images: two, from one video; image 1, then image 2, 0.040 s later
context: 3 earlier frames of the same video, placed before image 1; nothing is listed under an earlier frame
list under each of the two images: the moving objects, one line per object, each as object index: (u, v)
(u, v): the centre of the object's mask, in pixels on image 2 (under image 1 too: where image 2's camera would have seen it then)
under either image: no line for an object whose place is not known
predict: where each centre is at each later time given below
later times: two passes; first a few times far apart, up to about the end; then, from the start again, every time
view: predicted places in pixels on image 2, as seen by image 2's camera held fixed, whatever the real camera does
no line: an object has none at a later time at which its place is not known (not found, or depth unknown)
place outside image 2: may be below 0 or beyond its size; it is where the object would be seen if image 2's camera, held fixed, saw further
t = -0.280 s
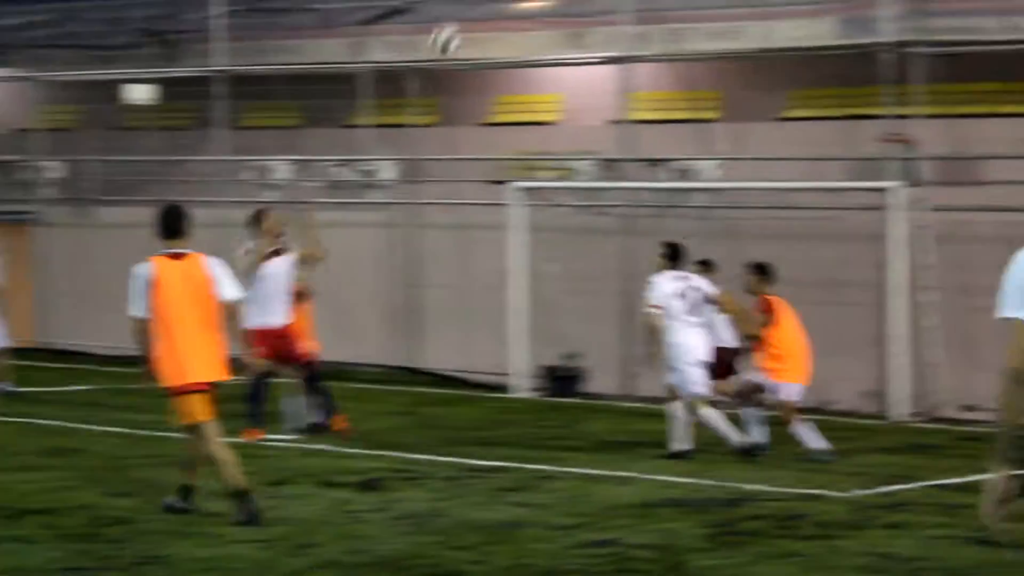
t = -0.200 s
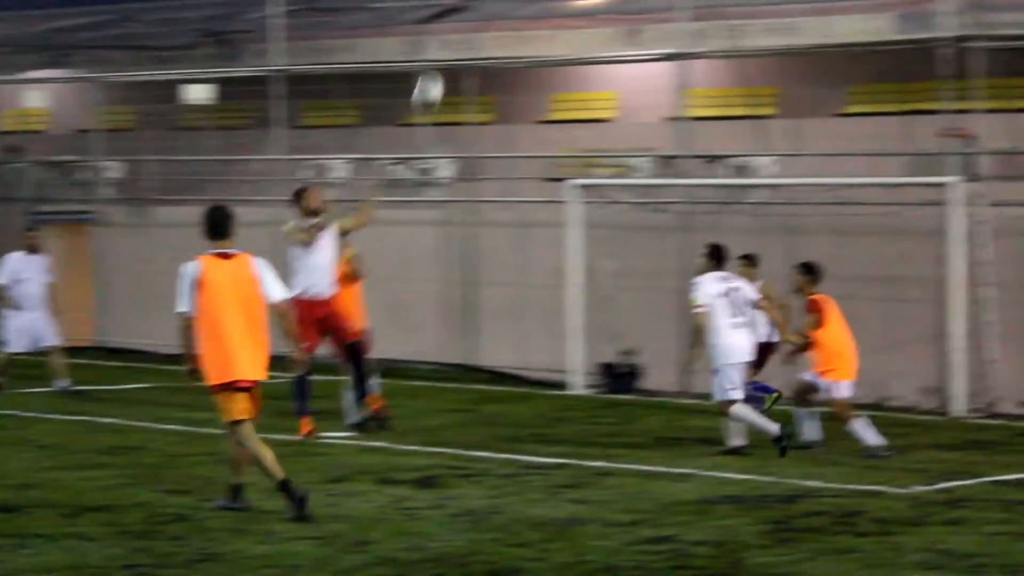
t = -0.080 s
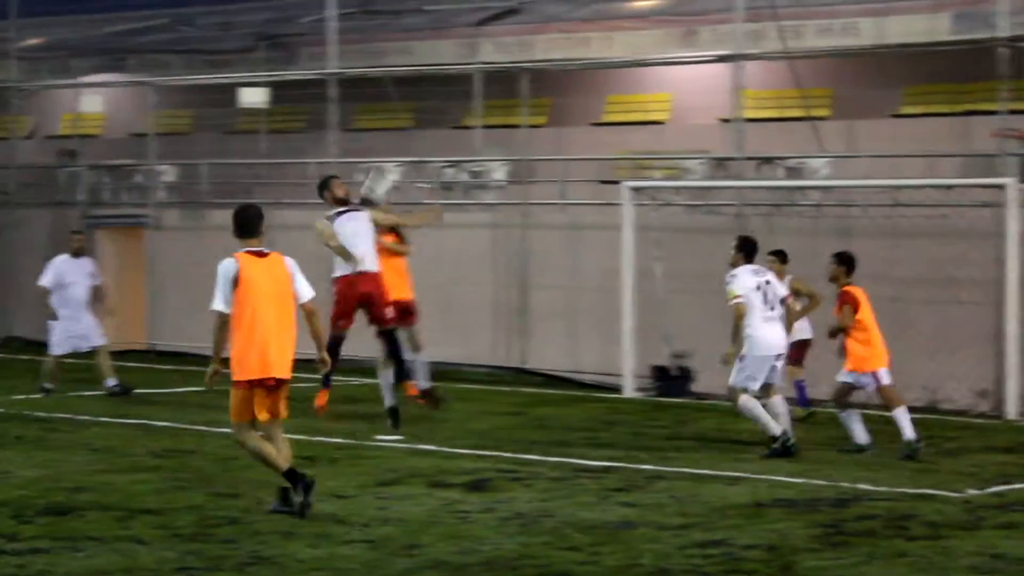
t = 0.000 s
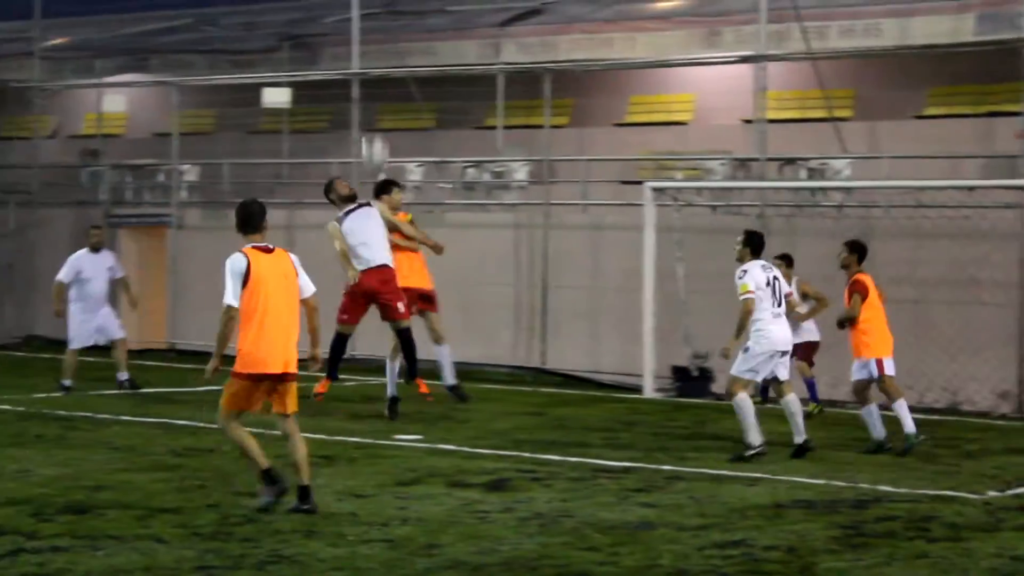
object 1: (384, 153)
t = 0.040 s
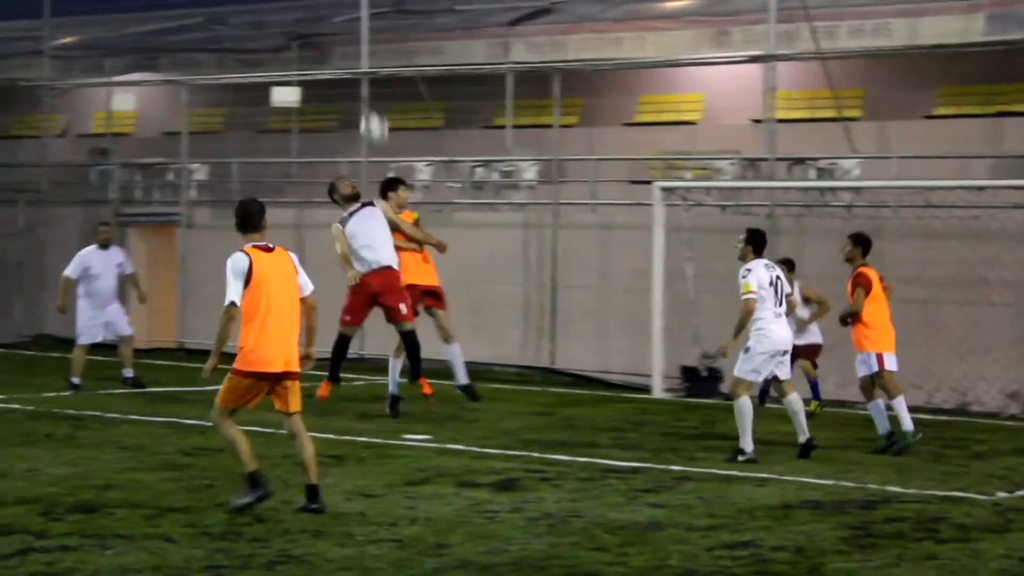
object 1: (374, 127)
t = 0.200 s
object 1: (338, 55)
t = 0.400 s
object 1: (286, 7)
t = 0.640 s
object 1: (225, 12)
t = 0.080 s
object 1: (365, 106)
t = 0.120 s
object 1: (356, 89)
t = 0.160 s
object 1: (347, 70)
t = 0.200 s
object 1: (338, 55)
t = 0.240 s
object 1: (328, 42)
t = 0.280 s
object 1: (316, 29)
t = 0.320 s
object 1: (307, 18)
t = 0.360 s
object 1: (297, 10)
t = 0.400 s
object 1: (286, 7)
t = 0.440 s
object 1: (279, 6)
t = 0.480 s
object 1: (272, 0)
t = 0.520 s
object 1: (258, 0)
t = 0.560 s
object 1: (246, 2)
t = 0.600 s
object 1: (236, 8)
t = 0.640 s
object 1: (225, 12)
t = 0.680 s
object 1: (219, 21)
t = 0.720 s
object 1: (207, 31)
